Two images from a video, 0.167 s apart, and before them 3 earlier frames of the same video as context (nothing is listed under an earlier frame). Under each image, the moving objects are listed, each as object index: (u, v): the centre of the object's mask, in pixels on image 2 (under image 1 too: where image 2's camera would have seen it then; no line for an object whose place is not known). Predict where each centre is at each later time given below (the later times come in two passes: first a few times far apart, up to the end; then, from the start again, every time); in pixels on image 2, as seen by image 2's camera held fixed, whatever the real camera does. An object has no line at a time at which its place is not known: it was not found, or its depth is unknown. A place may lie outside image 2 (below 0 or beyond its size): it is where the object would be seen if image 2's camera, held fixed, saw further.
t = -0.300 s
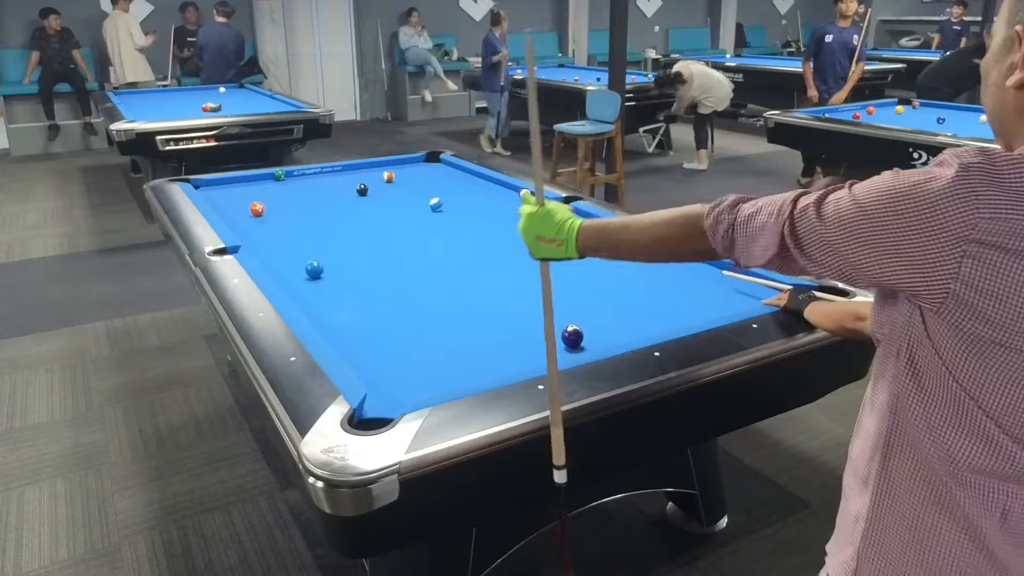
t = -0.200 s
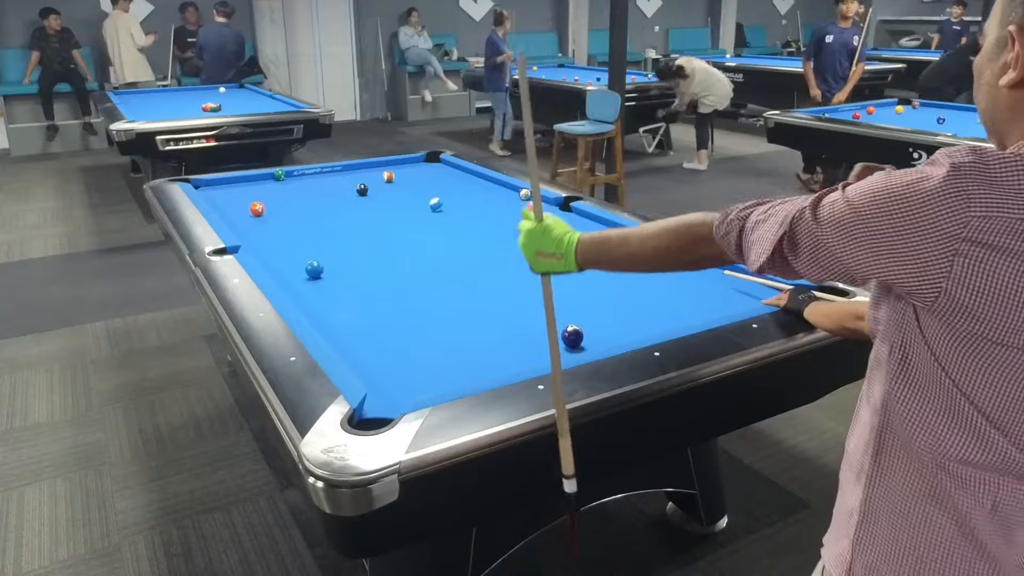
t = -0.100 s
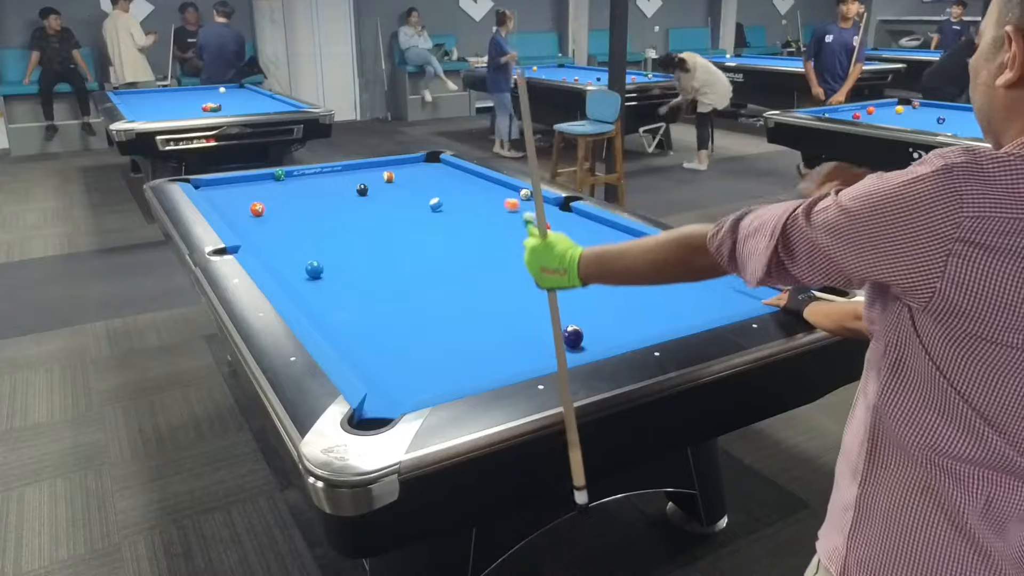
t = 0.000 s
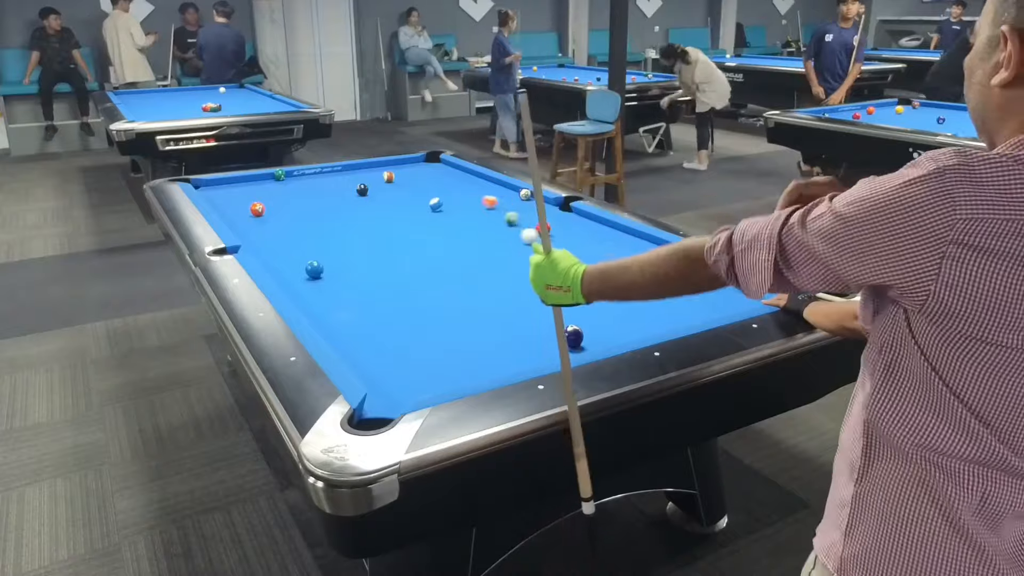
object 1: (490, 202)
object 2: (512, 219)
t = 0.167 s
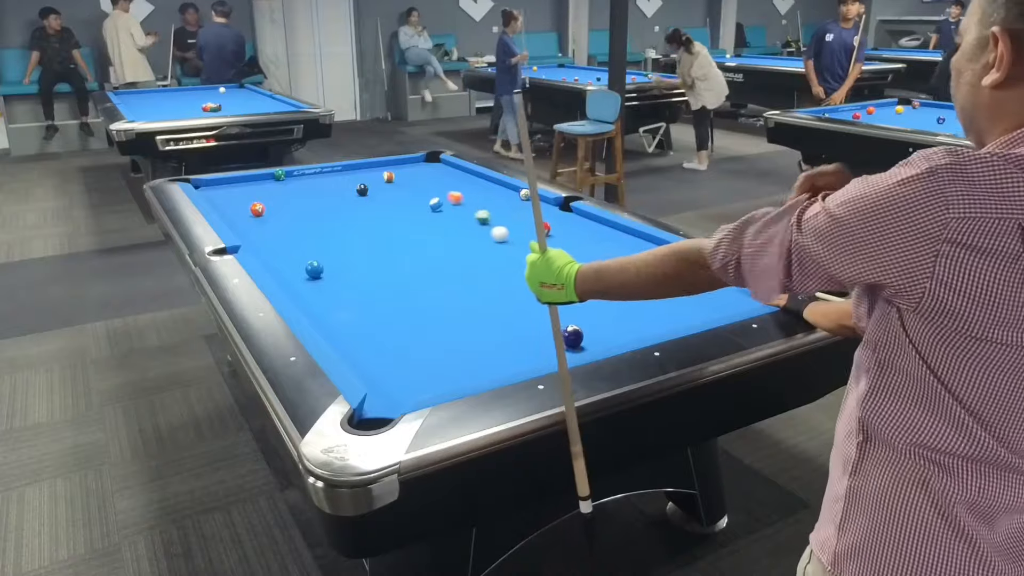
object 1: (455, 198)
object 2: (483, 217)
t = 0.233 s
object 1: (443, 195)
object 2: (473, 217)
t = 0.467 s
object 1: (398, 191)
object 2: (435, 216)
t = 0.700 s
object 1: (364, 185)
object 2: (399, 214)
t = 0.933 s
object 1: (340, 179)
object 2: (367, 213)
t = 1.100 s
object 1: (324, 175)
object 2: (344, 212)
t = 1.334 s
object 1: (306, 173)
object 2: (313, 211)
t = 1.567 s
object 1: (293, 178)
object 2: (286, 210)
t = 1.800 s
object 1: (279, 184)
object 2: (268, 207)
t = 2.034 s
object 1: (266, 190)
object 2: (265, 209)
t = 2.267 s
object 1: (252, 195)
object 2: (261, 208)
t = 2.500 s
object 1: (237, 201)
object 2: (259, 208)
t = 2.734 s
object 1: (234, 200)
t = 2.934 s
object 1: (234, 199)
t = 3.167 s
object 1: (235, 199)
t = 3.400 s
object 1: (236, 198)
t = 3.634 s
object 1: (237, 198)
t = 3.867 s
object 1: (238, 199)
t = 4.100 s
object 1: (238, 199)
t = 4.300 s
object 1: (238, 199)
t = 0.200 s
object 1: (448, 197)
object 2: (477, 217)
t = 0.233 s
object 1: (443, 195)
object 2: (473, 217)
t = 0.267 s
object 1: (435, 194)
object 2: (467, 217)
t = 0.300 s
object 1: (428, 194)
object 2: (461, 216)
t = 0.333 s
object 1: (422, 194)
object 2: (455, 217)
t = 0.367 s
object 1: (416, 193)
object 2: (452, 216)
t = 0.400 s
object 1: (410, 192)
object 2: (445, 216)
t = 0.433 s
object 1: (404, 191)
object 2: (440, 216)
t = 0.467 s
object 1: (398, 191)
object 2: (435, 216)
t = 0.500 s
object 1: (392, 190)
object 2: (430, 215)
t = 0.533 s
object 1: (386, 189)
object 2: (425, 215)
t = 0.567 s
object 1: (380, 189)
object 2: (419, 215)
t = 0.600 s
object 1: (375, 188)
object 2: (414, 215)
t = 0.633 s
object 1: (371, 187)
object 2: (411, 215)
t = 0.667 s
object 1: (368, 186)
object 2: (405, 214)
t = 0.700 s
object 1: (364, 185)
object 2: (399, 214)
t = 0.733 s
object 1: (361, 184)
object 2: (394, 214)
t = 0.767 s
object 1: (357, 183)
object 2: (390, 214)
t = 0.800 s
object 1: (354, 182)
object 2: (385, 214)
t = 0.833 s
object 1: (350, 181)
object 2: (380, 214)
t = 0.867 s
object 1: (347, 180)
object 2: (375, 214)
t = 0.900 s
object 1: (343, 179)
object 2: (371, 214)
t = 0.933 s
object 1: (340, 179)
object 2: (367, 213)
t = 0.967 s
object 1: (336, 178)
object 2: (362, 213)
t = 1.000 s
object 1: (334, 177)
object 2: (356, 213)
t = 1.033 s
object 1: (330, 176)
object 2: (352, 213)
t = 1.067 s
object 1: (328, 175)
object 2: (349, 212)
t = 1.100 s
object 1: (324, 175)
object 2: (344, 212)
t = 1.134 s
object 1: (321, 174)
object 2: (340, 212)
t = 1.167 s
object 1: (318, 173)
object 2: (335, 212)
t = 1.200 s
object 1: (315, 172)
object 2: (331, 212)
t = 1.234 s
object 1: (313, 172)
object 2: (327, 211)
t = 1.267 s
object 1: (310, 171)
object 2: (322, 211)
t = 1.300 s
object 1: (308, 172)
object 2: (317, 211)
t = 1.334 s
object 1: (306, 173)
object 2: (313, 211)
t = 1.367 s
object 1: (304, 174)
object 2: (310, 211)
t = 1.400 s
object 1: (302, 174)
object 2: (306, 211)
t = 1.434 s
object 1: (301, 175)
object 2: (301, 210)
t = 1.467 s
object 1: (299, 176)
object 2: (297, 210)
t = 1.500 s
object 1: (297, 176)
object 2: (292, 210)
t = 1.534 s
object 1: (295, 177)
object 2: (289, 210)
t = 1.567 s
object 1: (293, 178)
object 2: (286, 210)
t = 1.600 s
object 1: (291, 179)
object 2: (282, 209)
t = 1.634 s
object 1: (289, 180)
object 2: (278, 209)
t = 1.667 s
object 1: (287, 181)
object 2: (273, 209)
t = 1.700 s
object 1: (285, 182)
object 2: (271, 209)
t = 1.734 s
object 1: (283, 183)
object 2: (270, 209)
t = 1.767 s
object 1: (281, 183)
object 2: (269, 208)
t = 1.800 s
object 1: (279, 184)
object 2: (268, 207)
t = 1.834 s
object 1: (278, 185)
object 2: (268, 206)
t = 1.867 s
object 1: (275, 186)
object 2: (267, 206)
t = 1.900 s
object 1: (273, 186)
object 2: (268, 207)
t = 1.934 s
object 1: (271, 187)
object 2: (267, 208)
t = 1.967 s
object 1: (270, 188)
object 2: (266, 208)
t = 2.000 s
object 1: (268, 189)
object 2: (265, 209)
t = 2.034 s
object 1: (266, 190)
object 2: (265, 209)
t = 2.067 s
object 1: (264, 190)
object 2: (264, 209)
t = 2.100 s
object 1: (262, 191)
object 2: (263, 209)
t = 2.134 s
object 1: (259, 192)
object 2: (263, 209)
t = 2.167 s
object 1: (257, 193)
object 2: (262, 208)
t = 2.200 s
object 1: (256, 194)
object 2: (262, 208)
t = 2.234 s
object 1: (254, 194)
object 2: (261, 208)
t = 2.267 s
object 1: (252, 195)
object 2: (261, 208)
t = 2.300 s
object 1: (249, 196)
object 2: (261, 208)
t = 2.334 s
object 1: (247, 197)
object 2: (261, 208)
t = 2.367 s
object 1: (246, 198)
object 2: (260, 208)
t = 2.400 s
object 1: (244, 199)
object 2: (260, 208)
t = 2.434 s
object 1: (241, 199)
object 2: (260, 208)
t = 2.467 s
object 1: (239, 200)
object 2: (259, 208)
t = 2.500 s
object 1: (237, 201)
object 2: (259, 208)
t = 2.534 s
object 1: (236, 201)
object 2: (259, 208)
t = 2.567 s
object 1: (235, 201)
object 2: (259, 208)
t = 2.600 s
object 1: (234, 201)
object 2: (258, 208)
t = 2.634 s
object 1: (234, 201)
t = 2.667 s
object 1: (234, 200)
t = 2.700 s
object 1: (235, 200)
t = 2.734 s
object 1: (234, 200)
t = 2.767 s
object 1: (235, 200)
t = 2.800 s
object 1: (236, 200)
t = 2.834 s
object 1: (234, 199)
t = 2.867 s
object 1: (234, 199)
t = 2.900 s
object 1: (234, 199)
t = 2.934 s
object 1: (234, 199)
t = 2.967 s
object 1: (234, 199)
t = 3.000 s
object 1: (234, 199)
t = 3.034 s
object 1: (234, 199)
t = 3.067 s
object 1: (235, 199)
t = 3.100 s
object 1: (235, 199)
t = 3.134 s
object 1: (234, 199)
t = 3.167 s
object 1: (235, 199)
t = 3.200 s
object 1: (234, 199)
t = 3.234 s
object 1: (234, 199)
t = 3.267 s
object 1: (235, 199)
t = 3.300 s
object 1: (235, 200)
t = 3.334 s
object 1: (236, 198)
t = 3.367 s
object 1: (236, 198)
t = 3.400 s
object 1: (236, 198)
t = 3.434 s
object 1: (236, 199)
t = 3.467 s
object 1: (236, 198)
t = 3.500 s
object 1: (236, 199)
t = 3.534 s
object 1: (237, 198)
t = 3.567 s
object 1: (237, 199)
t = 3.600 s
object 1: (237, 198)
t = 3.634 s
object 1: (237, 198)
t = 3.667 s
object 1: (237, 199)
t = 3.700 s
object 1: (237, 198)
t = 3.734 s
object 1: (237, 198)
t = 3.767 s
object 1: (237, 198)
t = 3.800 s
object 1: (237, 199)
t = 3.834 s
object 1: (238, 199)
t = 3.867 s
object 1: (238, 199)
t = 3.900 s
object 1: (238, 199)
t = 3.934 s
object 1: (238, 199)
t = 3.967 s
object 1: (238, 199)
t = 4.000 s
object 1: (238, 199)
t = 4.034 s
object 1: (238, 199)
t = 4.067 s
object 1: (238, 199)
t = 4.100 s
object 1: (238, 199)
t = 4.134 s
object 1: (238, 199)
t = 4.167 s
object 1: (238, 199)
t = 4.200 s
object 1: (238, 199)
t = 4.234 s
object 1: (238, 199)
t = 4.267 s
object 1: (238, 199)
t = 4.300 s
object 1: (238, 199)
